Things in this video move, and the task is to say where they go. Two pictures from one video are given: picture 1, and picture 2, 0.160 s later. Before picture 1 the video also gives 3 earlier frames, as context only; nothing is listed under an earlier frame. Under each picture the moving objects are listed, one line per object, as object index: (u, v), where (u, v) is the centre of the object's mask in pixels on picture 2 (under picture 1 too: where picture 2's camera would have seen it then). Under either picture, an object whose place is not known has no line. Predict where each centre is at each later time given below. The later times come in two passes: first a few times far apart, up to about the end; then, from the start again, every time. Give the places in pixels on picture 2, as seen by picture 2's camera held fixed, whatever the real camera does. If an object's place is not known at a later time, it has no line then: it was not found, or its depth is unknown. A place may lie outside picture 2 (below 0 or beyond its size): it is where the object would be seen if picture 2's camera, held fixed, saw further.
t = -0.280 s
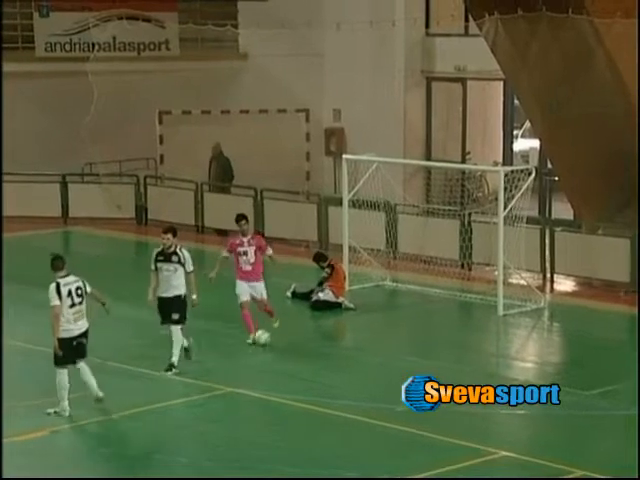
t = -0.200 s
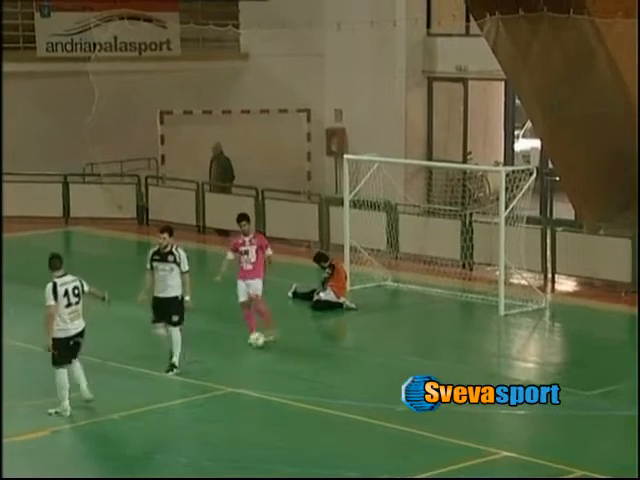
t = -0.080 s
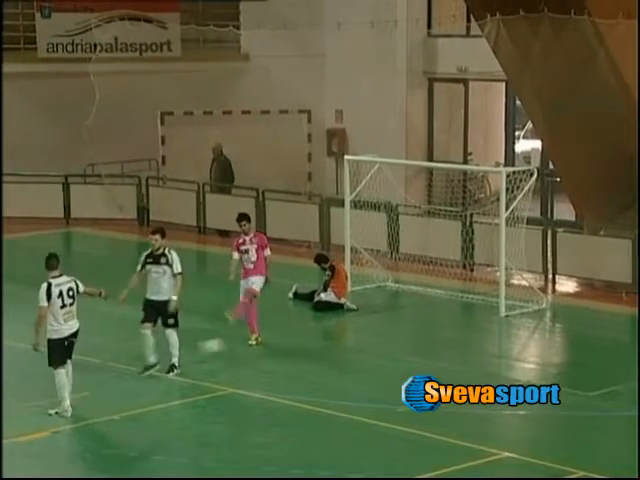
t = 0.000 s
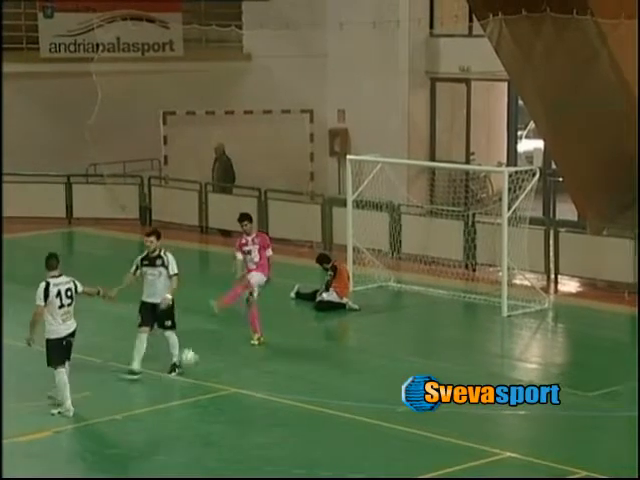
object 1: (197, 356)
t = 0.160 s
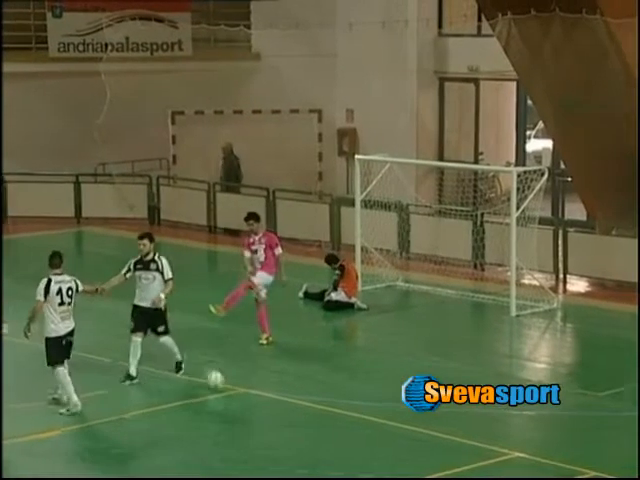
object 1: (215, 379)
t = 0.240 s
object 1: (220, 385)
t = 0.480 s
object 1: (228, 411)
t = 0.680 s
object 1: (234, 432)
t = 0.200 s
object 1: (218, 383)
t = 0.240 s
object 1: (220, 385)
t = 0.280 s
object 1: (222, 390)
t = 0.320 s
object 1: (223, 395)
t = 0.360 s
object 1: (225, 399)
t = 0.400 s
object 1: (226, 402)
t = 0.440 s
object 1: (227, 406)
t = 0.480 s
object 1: (228, 411)
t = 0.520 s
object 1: (230, 415)
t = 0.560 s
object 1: (230, 419)
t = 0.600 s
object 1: (232, 424)
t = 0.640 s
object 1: (233, 428)
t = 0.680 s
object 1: (234, 432)
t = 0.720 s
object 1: (235, 436)
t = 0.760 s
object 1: (235, 441)
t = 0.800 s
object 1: (237, 446)
